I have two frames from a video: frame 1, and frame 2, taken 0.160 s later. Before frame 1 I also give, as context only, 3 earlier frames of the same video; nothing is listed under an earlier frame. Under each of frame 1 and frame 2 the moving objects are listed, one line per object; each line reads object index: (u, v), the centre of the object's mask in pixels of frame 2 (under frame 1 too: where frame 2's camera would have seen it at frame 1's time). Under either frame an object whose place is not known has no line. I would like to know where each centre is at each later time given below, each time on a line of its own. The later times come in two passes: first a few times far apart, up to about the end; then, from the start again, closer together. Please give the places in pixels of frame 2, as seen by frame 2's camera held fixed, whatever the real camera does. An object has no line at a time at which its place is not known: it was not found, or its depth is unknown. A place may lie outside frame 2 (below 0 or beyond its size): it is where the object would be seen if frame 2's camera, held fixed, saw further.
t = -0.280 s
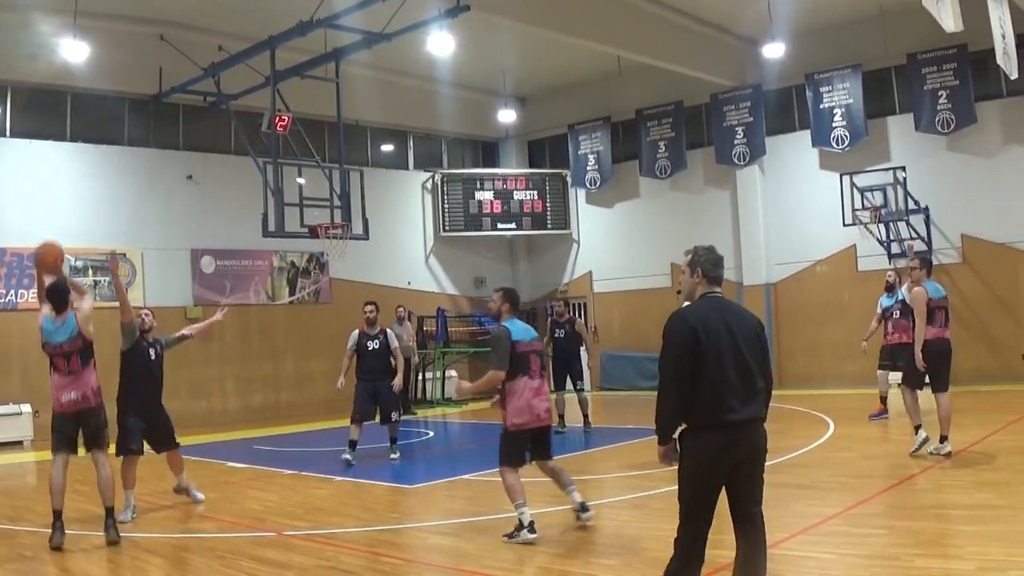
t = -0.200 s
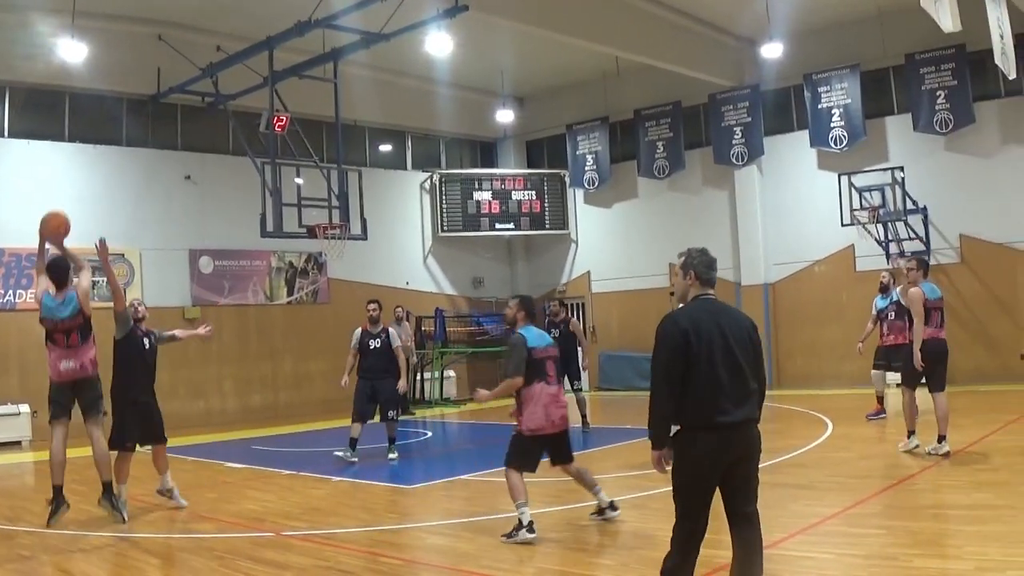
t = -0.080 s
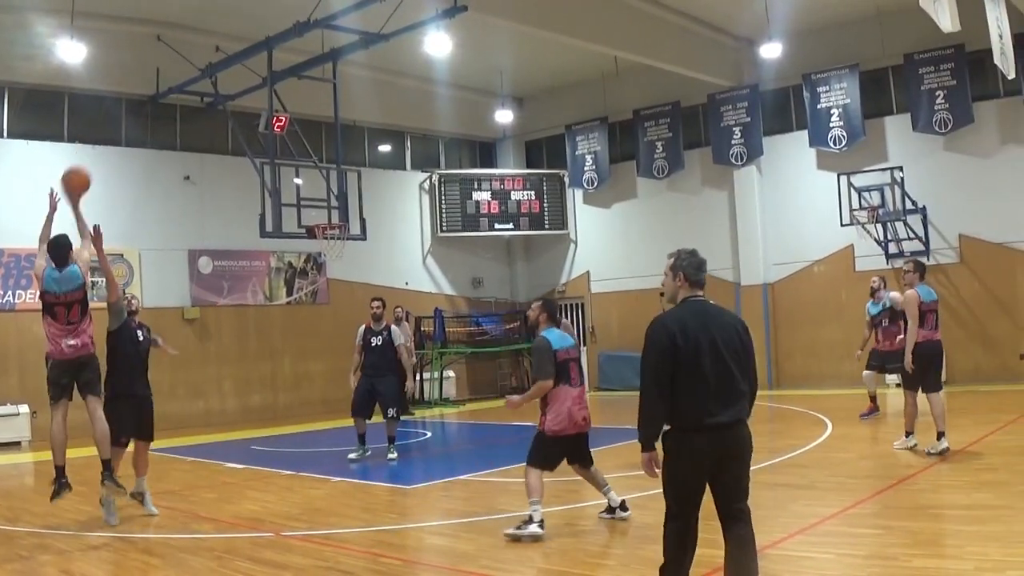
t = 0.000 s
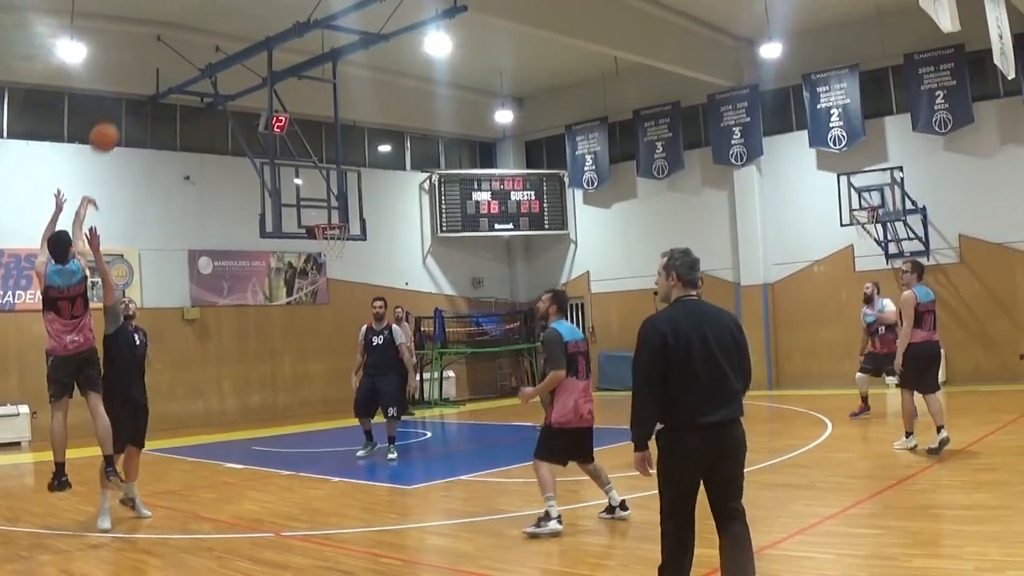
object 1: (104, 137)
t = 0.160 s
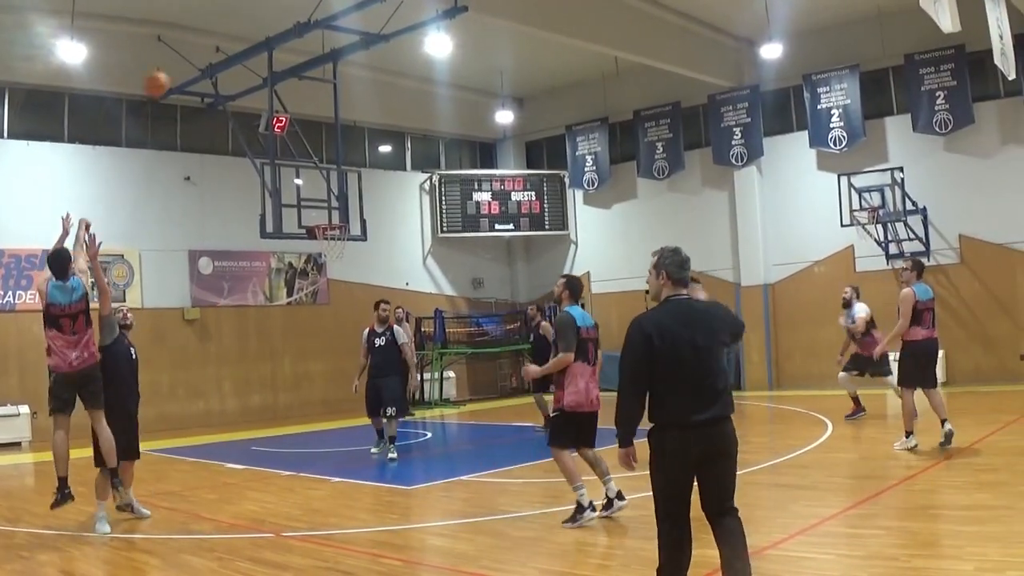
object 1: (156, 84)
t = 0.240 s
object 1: (179, 70)
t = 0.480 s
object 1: (234, 65)
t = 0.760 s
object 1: (285, 112)
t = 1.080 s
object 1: (334, 216)
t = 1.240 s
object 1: (345, 202)
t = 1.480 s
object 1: (362, 209)
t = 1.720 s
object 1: (390, 235)
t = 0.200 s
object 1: (167, 76)
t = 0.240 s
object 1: (179, 70)
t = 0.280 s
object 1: (189, 65)
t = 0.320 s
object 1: (199, 63)
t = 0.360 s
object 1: (208, 61)
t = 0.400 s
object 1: (218, 61)
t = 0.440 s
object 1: (226, 63)
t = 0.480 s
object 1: (234, 65)
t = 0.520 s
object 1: (241, 69)
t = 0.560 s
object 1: (250, 74)
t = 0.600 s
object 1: (258, 80)
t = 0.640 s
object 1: (265, 87)
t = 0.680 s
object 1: (272, 95)
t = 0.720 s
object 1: (278, 104)
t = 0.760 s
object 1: (285, 112)
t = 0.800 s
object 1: (292, 123)
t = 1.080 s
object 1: (334, 216)
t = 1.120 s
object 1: (337, 212)
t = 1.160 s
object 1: (340, 208)
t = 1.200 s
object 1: (342, 204)
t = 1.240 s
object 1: (345, 202)
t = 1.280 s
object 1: (347, 201)
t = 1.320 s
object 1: (350, 201)
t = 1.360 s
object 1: (353, 202)
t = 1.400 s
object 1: (356, 204)
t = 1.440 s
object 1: (360, 206)
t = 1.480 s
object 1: (362, 209)
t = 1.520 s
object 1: (367, 211)
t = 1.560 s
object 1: (372, 214)
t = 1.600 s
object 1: (376, 217)
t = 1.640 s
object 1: (380, 222)
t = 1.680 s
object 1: (385, 228)
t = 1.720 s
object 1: (390, 235)
